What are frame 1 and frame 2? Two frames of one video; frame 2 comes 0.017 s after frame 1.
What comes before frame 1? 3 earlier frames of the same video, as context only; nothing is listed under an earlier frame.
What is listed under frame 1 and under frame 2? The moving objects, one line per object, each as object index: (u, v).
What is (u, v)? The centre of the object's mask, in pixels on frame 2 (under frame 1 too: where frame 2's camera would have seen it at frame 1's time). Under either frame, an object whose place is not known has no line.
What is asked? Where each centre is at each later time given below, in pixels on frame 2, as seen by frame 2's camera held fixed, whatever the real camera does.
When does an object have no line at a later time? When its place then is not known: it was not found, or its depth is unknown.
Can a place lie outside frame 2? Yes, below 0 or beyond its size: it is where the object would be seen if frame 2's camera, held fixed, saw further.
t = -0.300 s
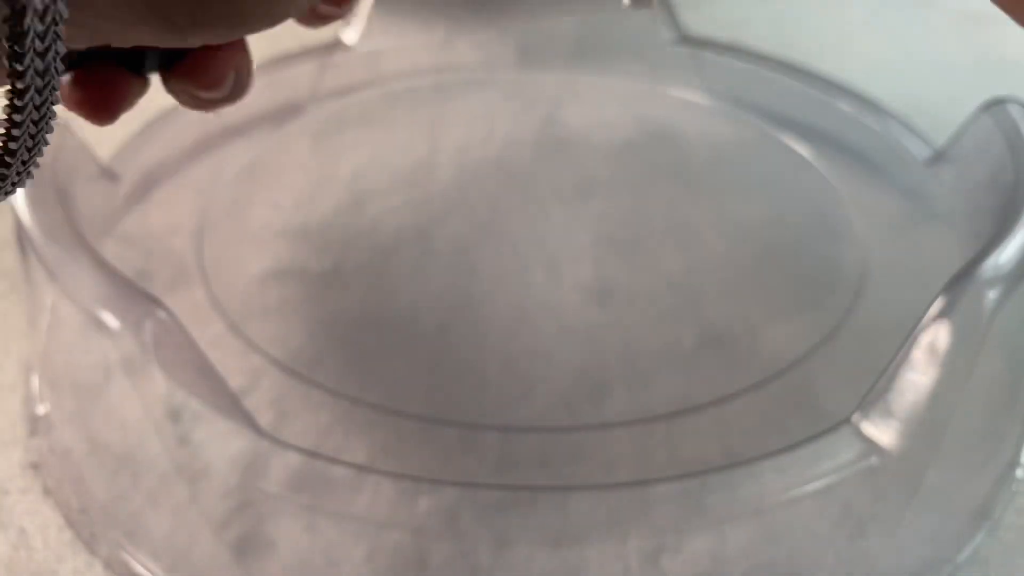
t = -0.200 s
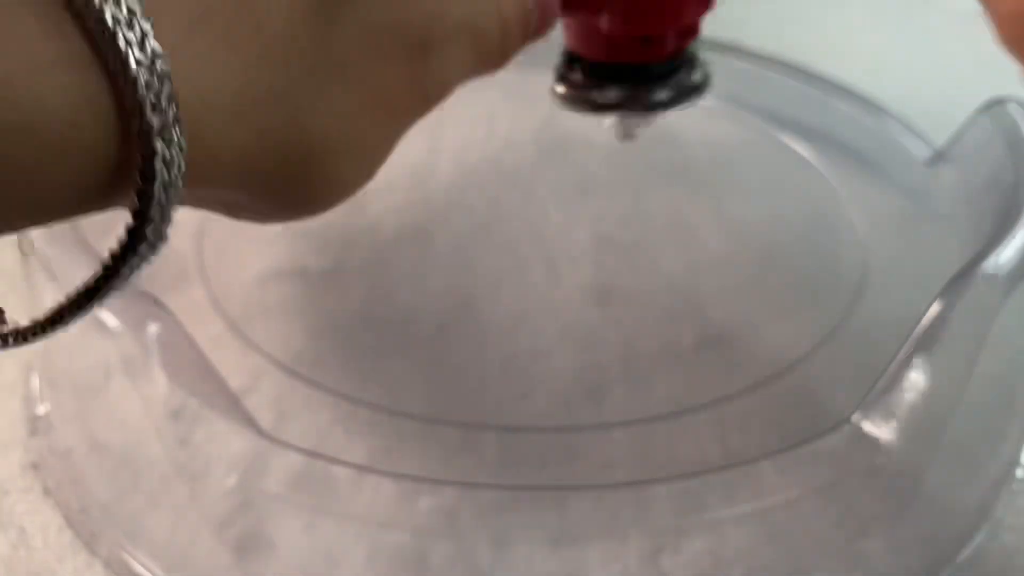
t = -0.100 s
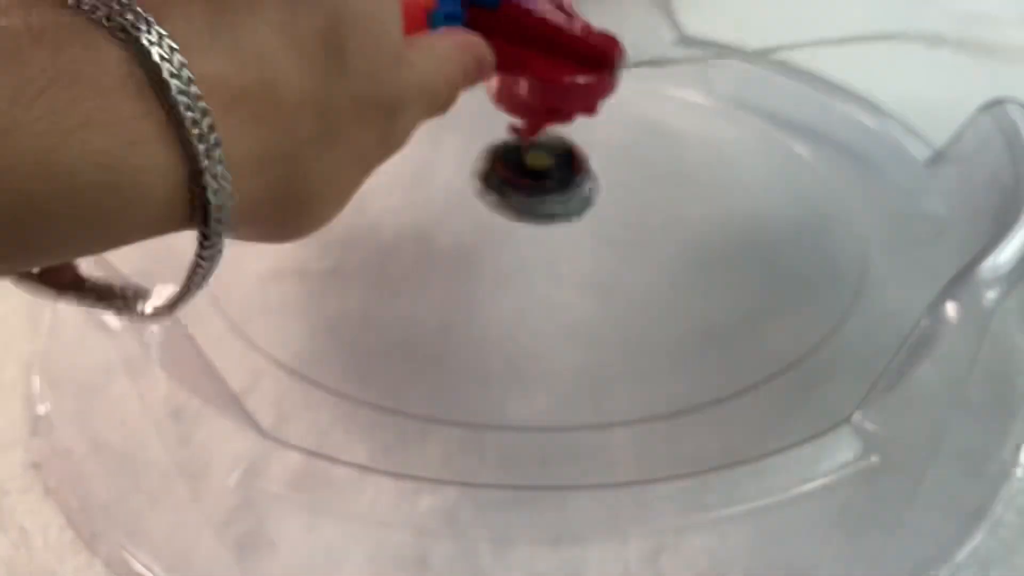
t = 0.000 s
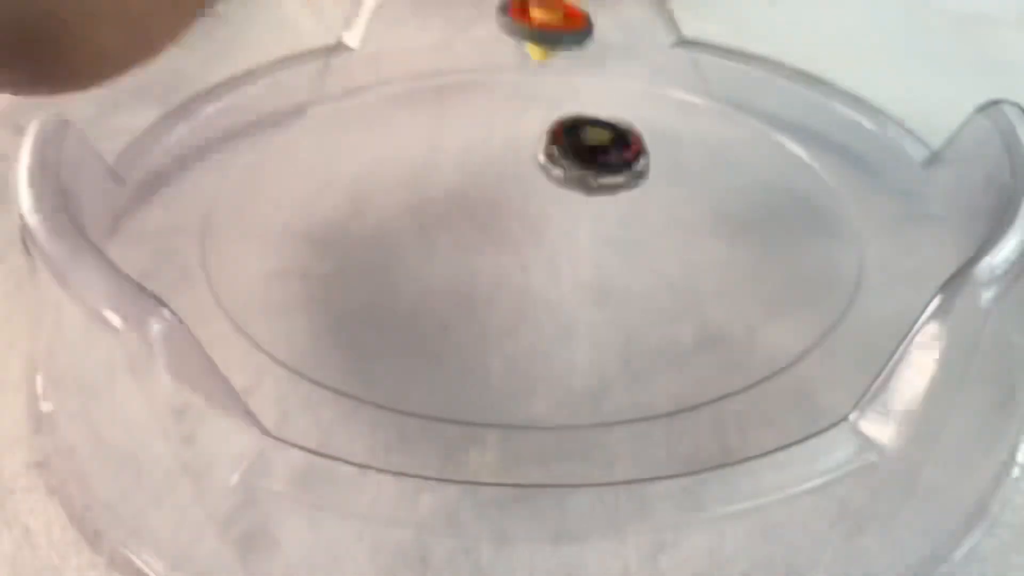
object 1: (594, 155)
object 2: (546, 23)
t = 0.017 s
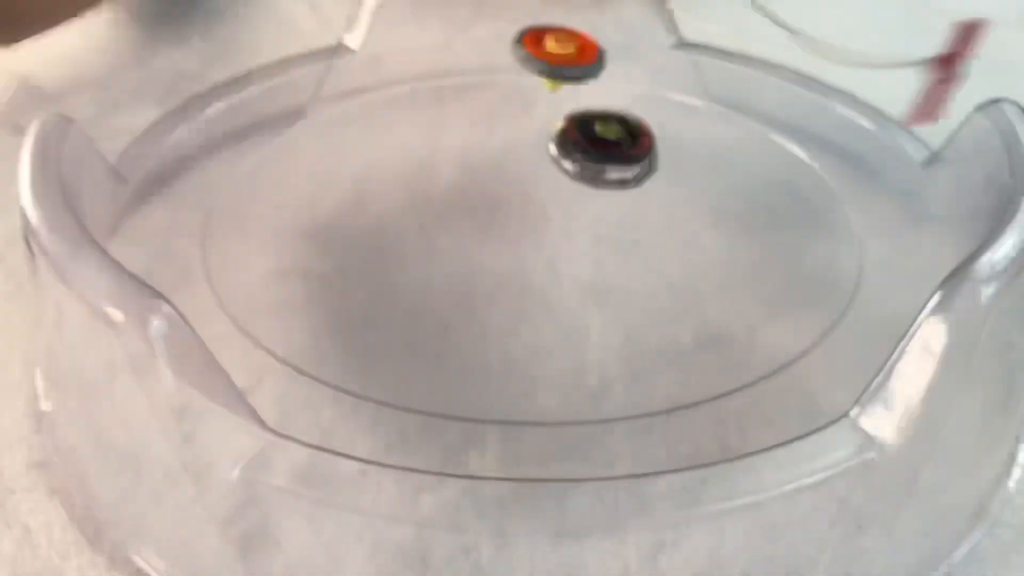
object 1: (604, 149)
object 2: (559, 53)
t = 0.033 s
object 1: (613, 149)
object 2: (571, 46)
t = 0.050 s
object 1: (622, 154)
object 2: (583, 44)
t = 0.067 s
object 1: (629, 167)
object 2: (596, 47)
